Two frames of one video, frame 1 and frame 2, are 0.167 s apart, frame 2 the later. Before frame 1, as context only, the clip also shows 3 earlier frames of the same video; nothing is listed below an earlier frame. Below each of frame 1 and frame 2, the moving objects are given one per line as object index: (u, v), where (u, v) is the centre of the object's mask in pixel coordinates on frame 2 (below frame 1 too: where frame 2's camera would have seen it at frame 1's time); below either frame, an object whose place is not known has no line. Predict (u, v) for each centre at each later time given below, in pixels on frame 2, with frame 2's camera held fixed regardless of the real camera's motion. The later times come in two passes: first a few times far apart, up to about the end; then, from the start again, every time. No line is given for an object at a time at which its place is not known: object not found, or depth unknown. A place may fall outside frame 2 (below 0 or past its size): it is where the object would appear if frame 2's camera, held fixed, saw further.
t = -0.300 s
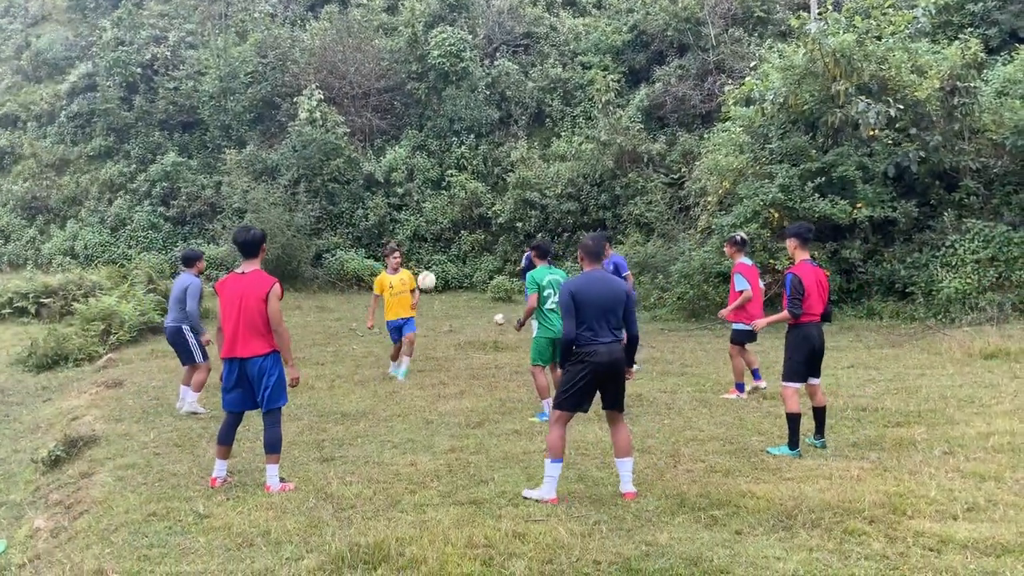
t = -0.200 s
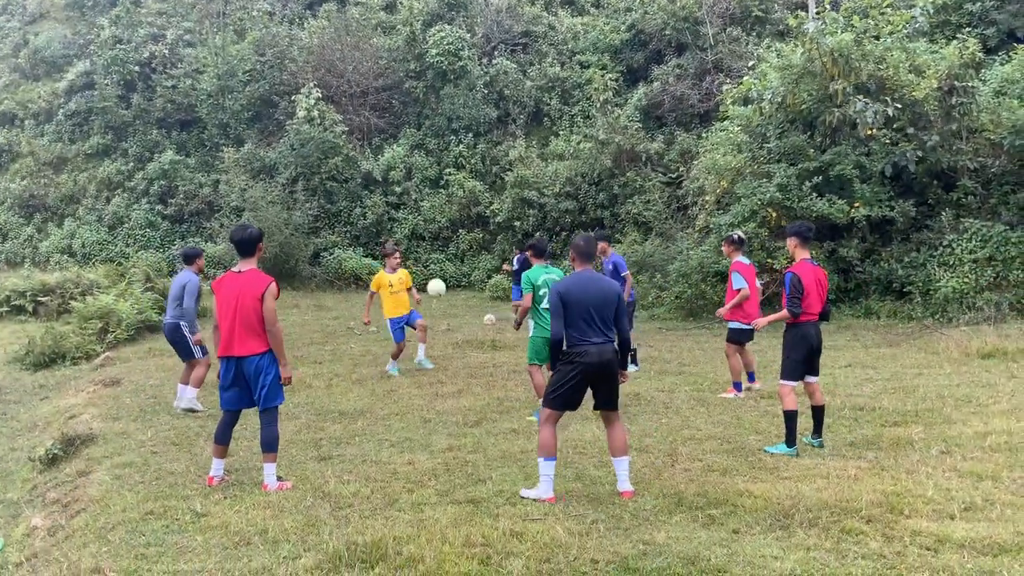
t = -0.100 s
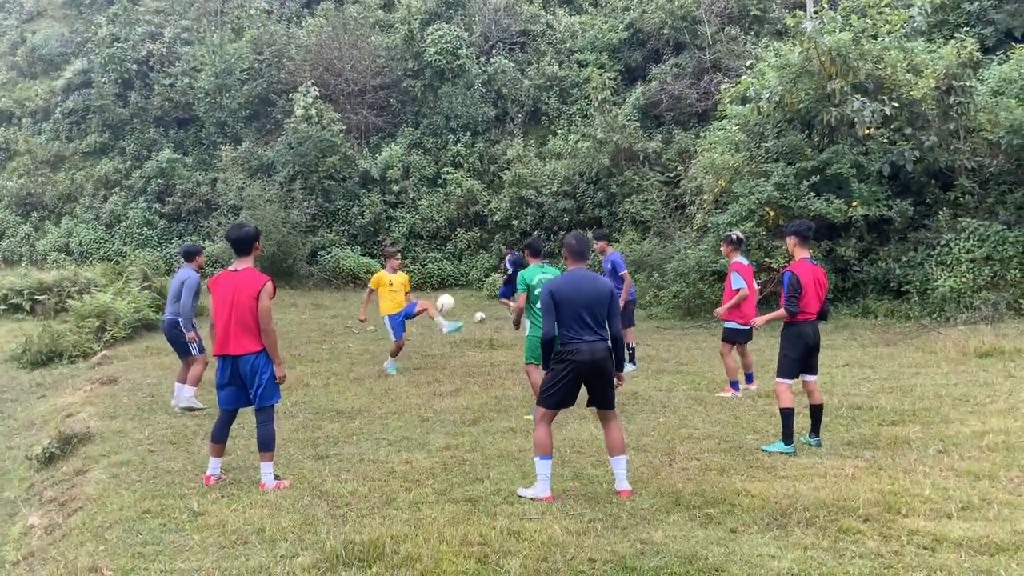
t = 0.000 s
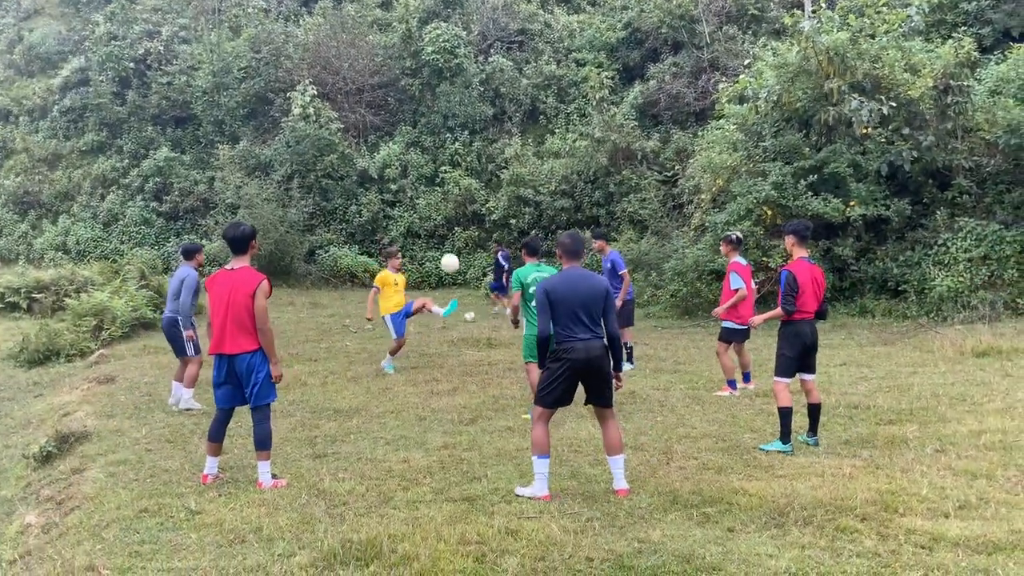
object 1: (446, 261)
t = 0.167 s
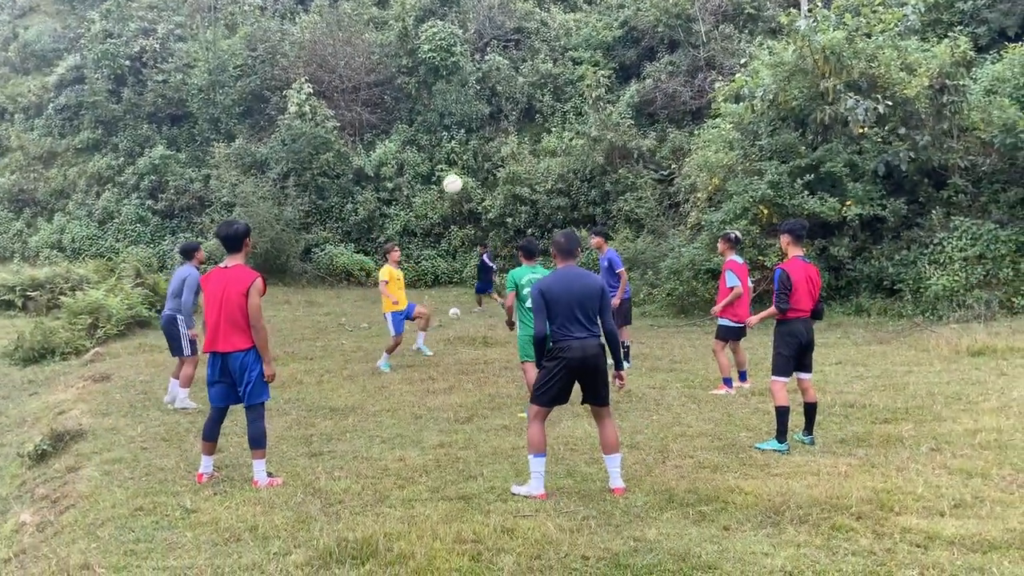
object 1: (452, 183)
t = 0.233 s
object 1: (455, 159)
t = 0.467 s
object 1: (464, 103)
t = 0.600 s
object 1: (470, 91)
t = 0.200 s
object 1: (454, 171)
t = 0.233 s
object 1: (455, 159)
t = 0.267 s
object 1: (456, 148)
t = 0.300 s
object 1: (458, 139)
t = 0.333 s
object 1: (459, 130)
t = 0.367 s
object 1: (460, 121)
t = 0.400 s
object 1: (461, 114)
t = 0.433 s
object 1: (463, 108)
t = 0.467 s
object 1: (464, 103)
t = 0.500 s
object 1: (465, 99)
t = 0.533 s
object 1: (467, 95)
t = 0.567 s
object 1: (468, 93)
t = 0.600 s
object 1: (470, 91)
